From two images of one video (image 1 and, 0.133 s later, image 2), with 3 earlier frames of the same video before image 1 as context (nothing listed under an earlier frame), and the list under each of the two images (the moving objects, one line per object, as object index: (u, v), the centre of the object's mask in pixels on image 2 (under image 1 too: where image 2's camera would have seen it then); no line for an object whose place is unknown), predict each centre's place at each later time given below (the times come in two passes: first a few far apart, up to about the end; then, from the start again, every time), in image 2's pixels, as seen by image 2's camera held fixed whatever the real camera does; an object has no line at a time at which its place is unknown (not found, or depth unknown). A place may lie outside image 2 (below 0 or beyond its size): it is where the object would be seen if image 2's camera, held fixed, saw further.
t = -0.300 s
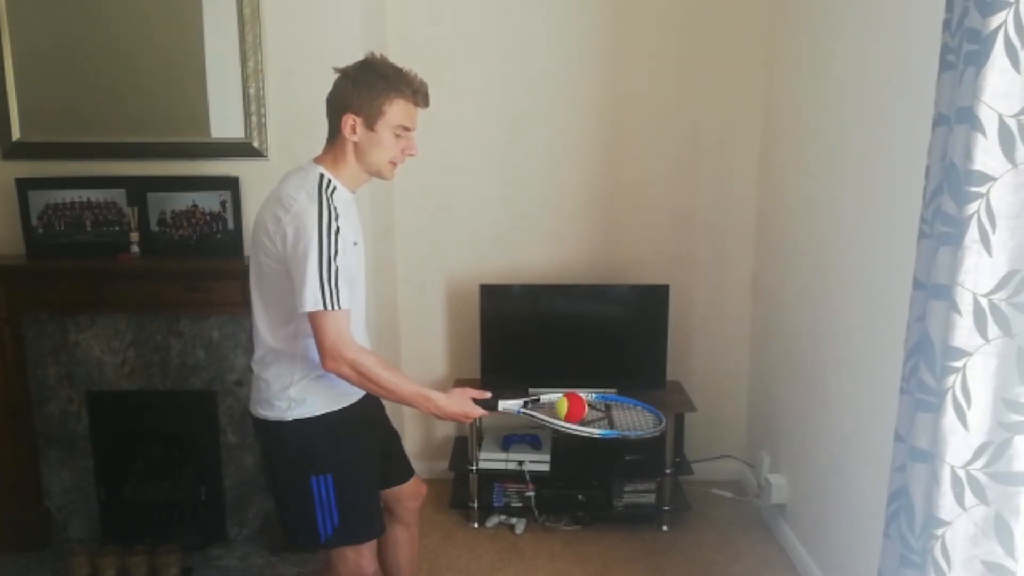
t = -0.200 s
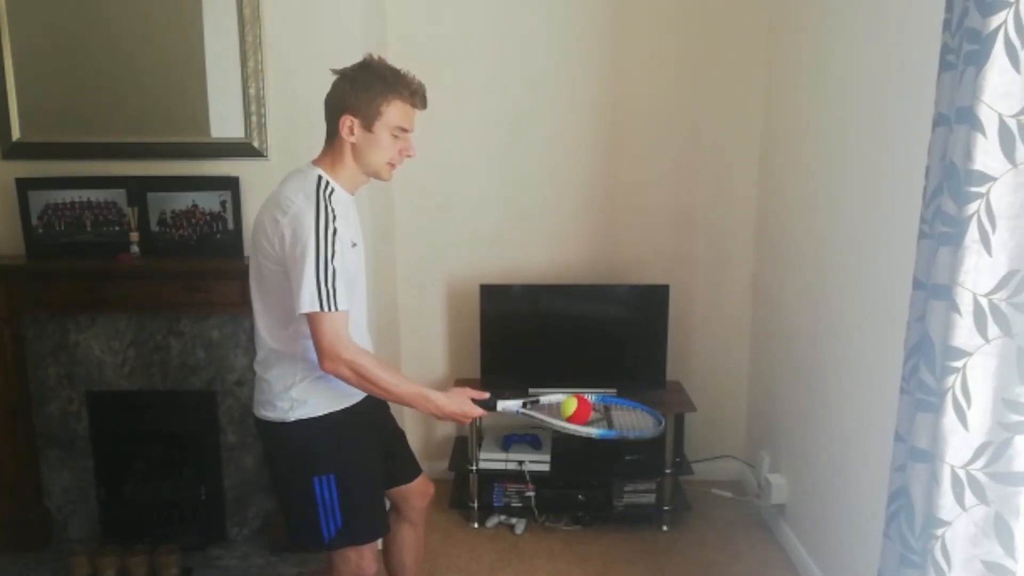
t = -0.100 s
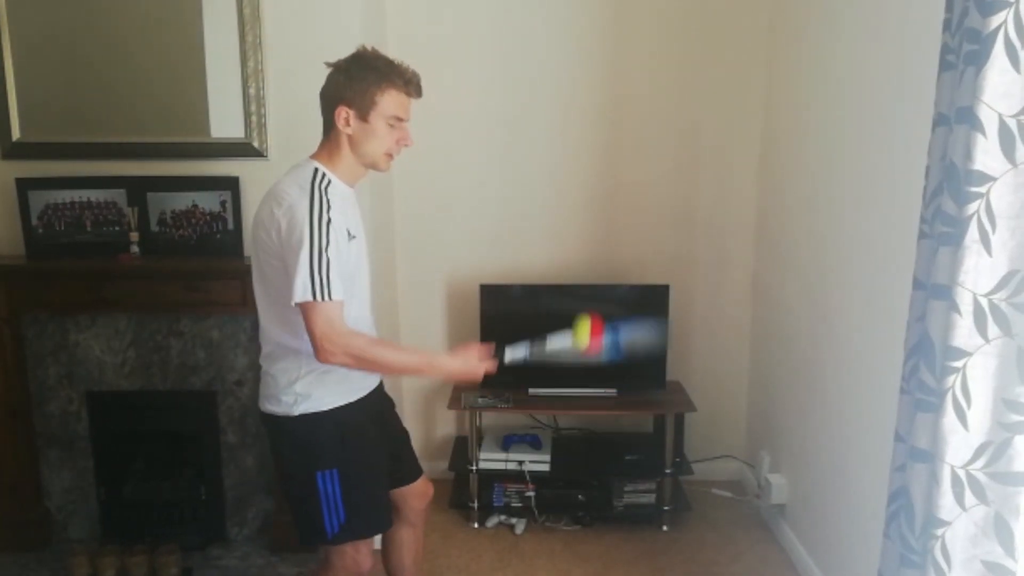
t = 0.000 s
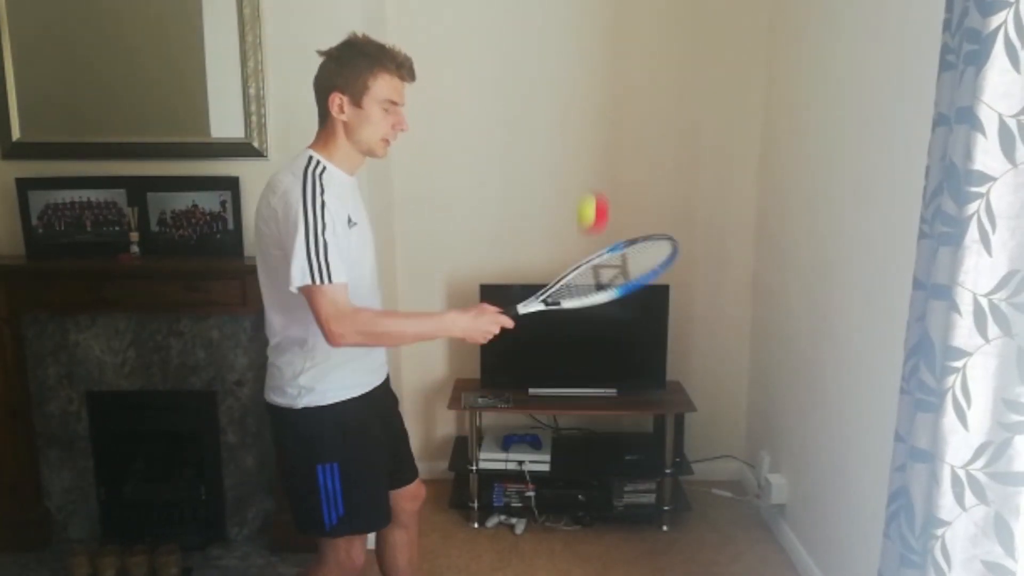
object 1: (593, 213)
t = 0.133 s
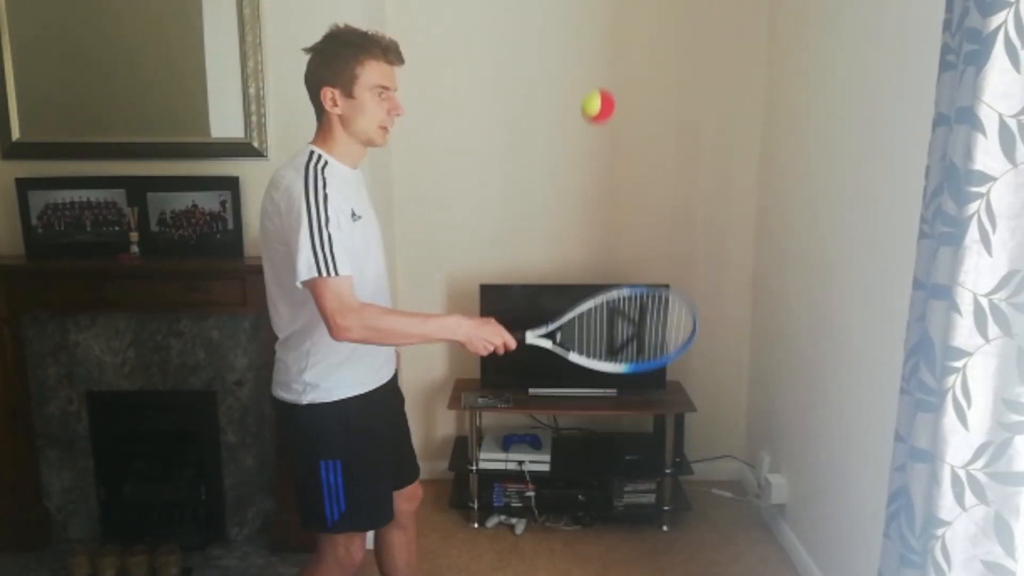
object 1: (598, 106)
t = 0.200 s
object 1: (600, 81)
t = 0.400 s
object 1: (604, 126)
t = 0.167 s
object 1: (599, 91)
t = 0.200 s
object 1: (600, 81)
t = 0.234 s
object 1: (601, 76)
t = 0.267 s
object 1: (601, 76)
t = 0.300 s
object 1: (602, 81)
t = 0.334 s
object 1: (602, 91)
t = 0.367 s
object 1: (603, 106)
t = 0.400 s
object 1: (604, 126)
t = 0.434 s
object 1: (604, 152)
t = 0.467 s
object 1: (604, 180)
